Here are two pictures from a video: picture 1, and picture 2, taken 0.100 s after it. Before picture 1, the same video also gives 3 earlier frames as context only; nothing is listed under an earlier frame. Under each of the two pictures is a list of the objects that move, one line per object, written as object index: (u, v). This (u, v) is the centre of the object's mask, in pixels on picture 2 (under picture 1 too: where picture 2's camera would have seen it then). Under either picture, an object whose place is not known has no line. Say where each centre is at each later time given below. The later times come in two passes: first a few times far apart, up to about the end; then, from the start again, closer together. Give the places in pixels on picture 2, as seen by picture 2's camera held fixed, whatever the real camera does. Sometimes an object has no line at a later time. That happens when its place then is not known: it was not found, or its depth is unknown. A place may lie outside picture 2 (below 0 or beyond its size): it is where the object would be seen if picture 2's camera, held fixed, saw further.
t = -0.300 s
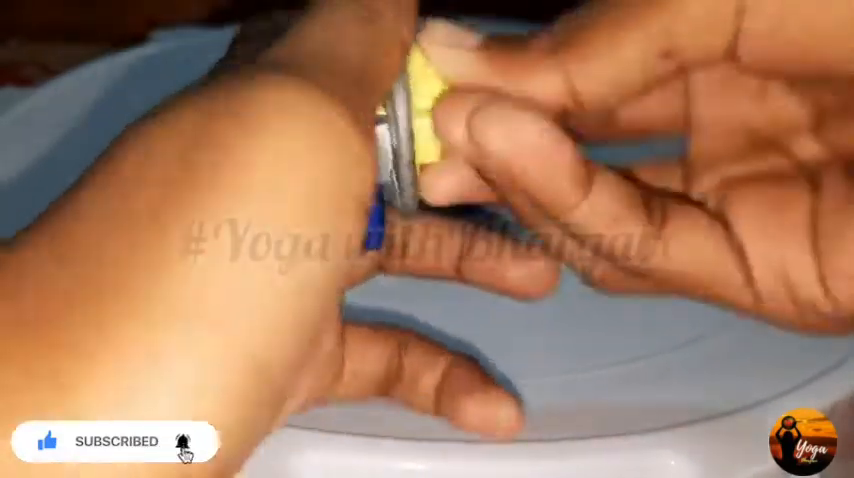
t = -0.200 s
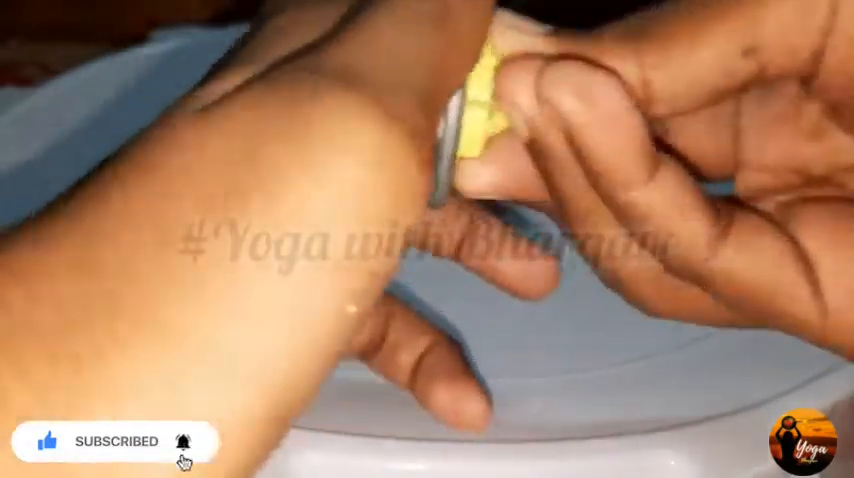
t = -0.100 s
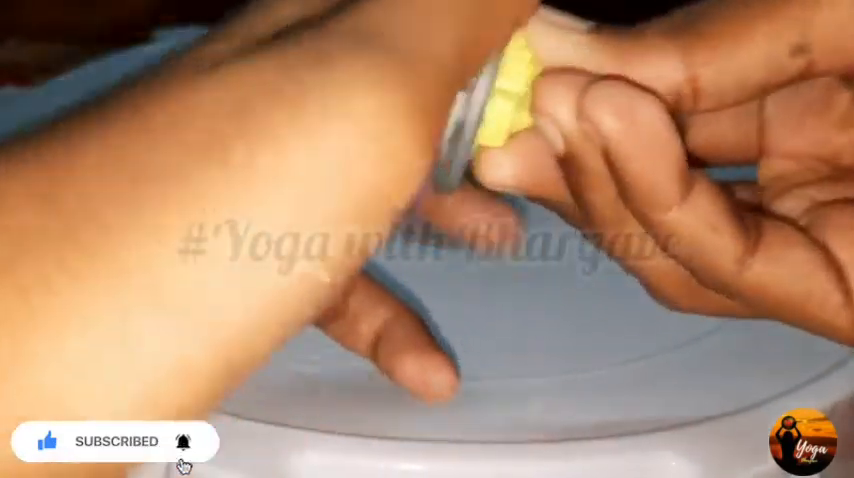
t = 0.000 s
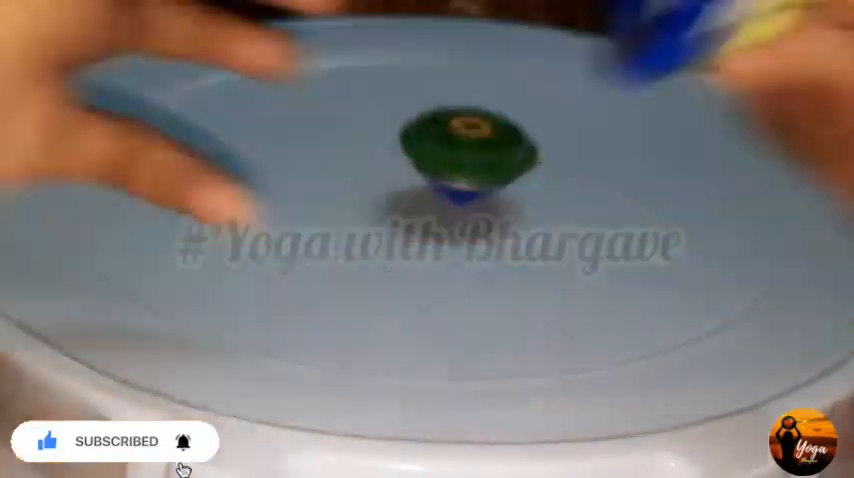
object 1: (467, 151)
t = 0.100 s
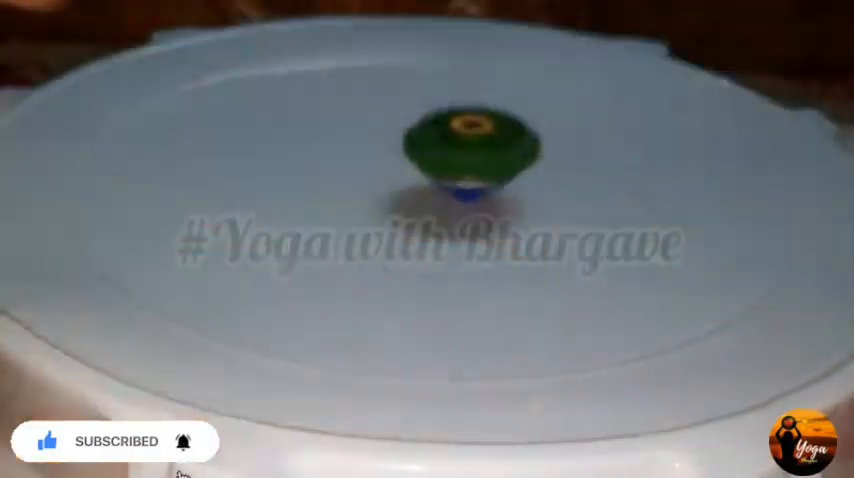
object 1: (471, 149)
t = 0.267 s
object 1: (470, 148)
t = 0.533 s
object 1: (462, 144)
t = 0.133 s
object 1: (474, 148)
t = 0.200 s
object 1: (473, 148)
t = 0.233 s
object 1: (473, 149)
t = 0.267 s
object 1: (470, 148)
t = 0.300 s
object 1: (469, 149)
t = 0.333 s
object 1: (463, 147)
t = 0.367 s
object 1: (464, 148)
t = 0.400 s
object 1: (463, 147)
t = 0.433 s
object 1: (463, 146)
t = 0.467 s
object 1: (460, 145)
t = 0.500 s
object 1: (461, 144)
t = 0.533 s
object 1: (462, 144)
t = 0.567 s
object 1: (463, 144)
